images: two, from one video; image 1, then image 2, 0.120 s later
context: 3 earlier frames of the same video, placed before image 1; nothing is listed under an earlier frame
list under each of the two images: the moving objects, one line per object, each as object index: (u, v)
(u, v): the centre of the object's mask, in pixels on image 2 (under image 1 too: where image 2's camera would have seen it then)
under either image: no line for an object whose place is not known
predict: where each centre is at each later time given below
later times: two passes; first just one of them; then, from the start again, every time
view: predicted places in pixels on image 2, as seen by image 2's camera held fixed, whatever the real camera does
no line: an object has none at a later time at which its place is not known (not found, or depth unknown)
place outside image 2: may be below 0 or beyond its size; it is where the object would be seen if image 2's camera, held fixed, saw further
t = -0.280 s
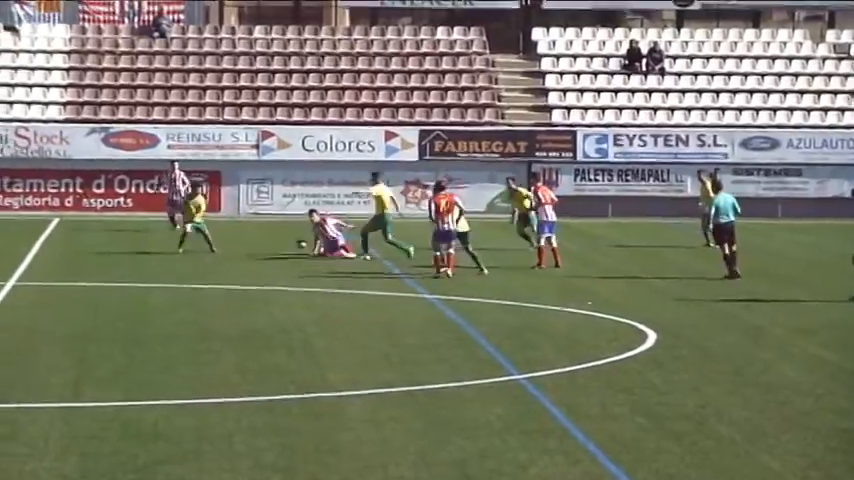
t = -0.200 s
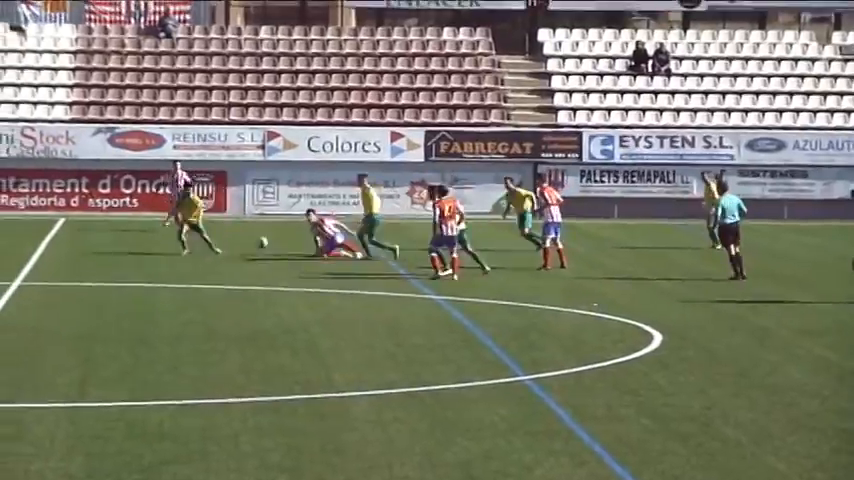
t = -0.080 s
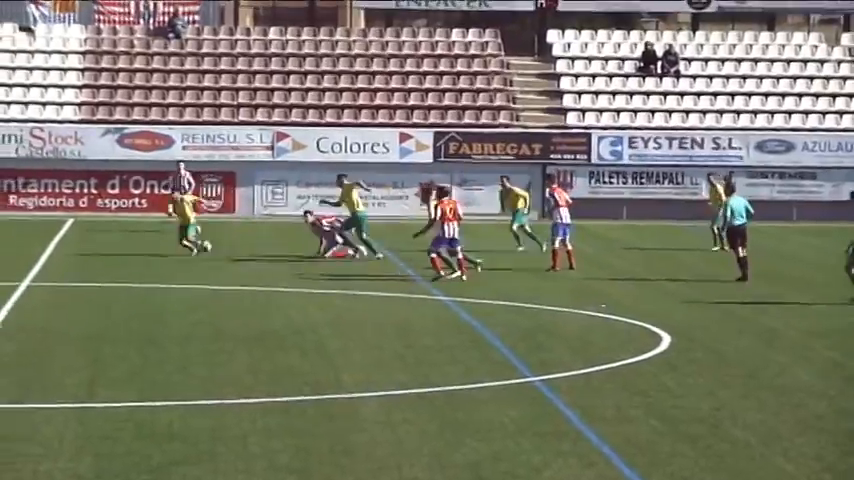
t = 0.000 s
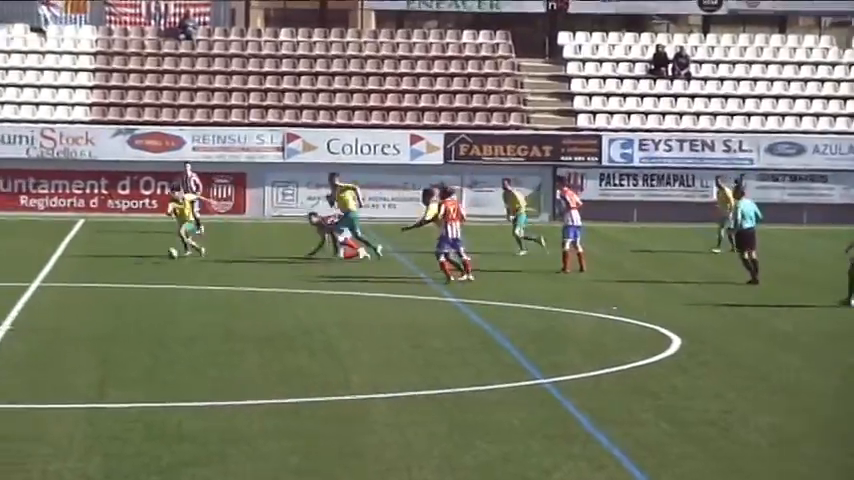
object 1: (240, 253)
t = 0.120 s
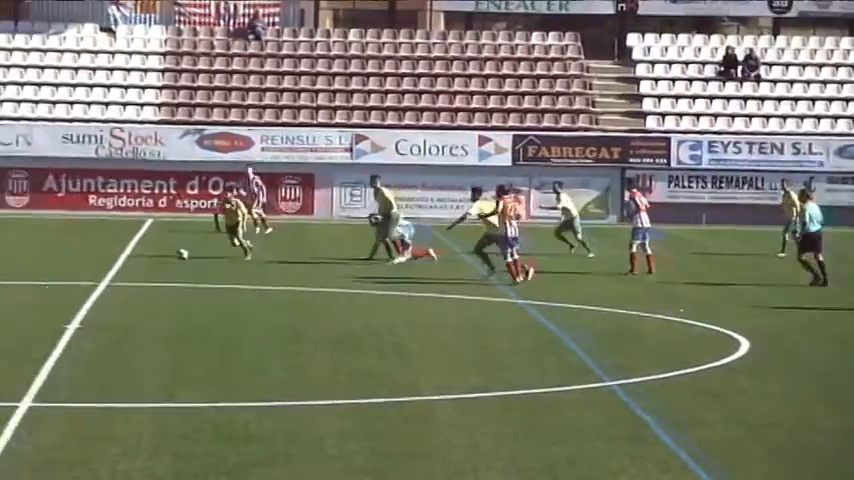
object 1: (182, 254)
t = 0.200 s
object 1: (150, 251)
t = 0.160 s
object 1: (167, 252)
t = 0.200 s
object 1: (150, 251)
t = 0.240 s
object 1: (133, 252)
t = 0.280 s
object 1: (118, 251)
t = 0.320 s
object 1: (103, 255)
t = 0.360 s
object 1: (86, 257)
